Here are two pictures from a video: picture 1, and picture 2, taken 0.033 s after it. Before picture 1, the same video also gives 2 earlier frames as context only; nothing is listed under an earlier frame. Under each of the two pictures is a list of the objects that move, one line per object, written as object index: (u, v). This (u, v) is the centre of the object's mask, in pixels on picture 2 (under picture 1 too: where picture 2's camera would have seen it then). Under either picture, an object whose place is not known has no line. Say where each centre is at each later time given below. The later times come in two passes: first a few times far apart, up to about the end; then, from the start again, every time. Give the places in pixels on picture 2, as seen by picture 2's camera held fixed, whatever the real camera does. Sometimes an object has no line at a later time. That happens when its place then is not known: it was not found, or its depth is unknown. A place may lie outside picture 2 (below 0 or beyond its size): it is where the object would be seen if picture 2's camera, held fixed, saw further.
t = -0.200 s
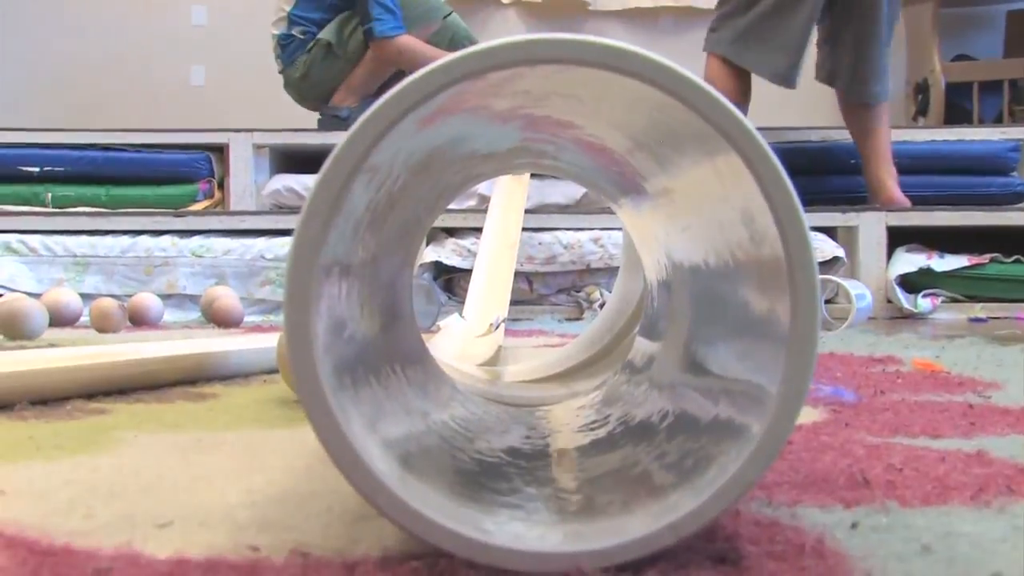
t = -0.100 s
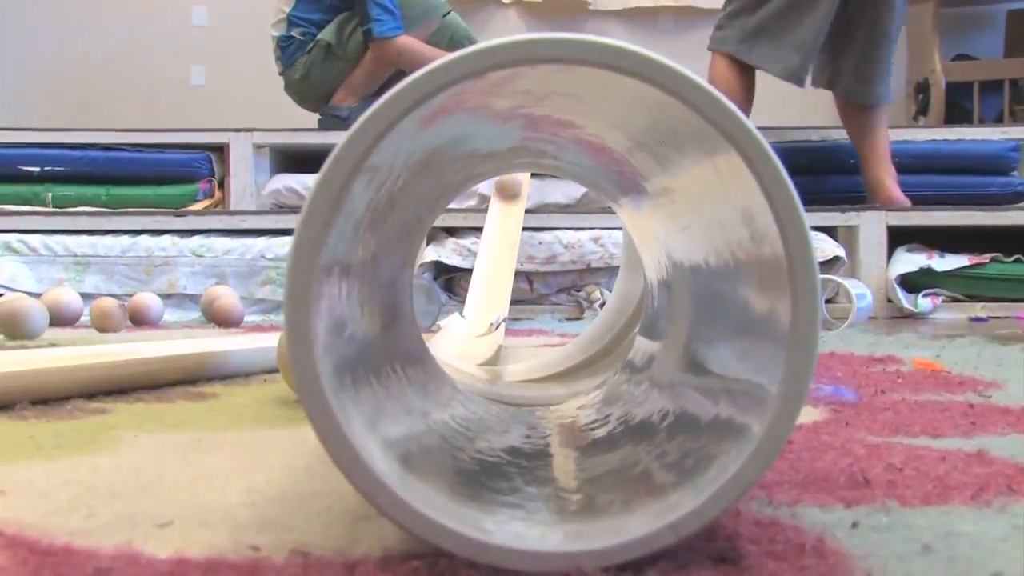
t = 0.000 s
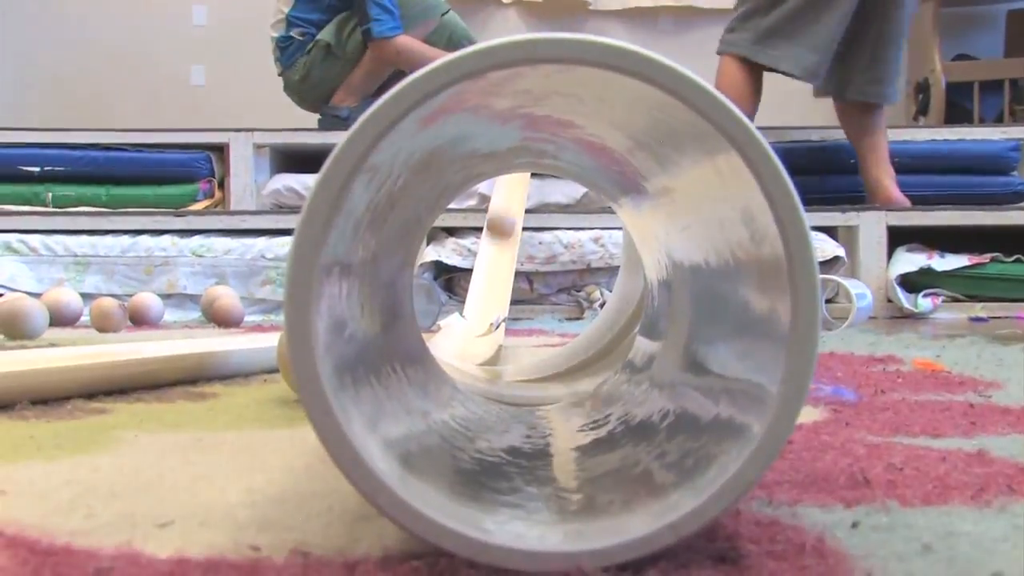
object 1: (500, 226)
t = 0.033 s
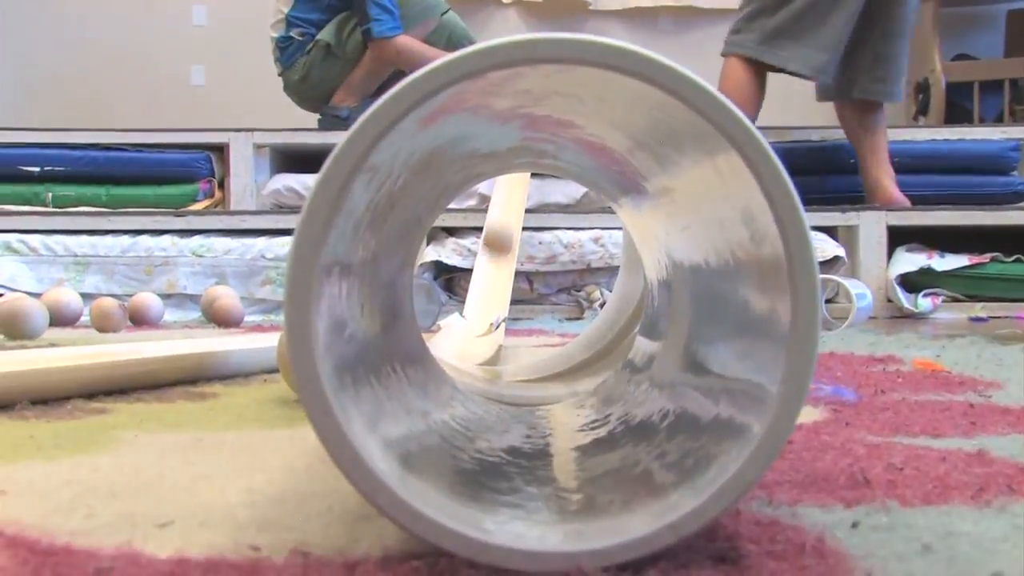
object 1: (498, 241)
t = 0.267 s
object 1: (461, 304)
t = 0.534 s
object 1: (474, 321)
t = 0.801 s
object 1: (502, 342)
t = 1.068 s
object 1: (517, 383)
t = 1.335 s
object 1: (628, 432)
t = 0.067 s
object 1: (496, 256)
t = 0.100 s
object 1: (493, 275)
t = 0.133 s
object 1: (488, 299)
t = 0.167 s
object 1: (473, 304)
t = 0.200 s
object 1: (464, 303)
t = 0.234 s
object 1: (460, 303)
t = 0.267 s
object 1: (461, 304)
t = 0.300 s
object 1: (467, 307)
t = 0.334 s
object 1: (475, 310)
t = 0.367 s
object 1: (475, 312)
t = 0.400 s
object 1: (471, 314)
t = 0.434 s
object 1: (473, 316)
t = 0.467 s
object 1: (474, 318)
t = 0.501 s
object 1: (475, 320)
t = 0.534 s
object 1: (474, 321)
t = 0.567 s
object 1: (471, 325)
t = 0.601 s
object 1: (465, 328)
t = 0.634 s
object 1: (459, 329)
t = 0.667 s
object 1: (461, 312)
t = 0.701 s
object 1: (461, 307)
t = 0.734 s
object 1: (463, 320)
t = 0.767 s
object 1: (479, 330)
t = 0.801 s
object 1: (502, 342)
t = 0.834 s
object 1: (531, 352)
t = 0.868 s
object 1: (559, 352)
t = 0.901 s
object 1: (577, 333)
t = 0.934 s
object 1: (592, 326)
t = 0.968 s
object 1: (597, 339)
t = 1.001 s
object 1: (581, 360)
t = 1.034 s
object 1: (549, 379)
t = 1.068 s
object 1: (517, 383)
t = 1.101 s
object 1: (493, 379)
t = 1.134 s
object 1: (480, 376)
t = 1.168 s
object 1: (479, 383)
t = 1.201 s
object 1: (493, 399)
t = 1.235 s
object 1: (521, 418)
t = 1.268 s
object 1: (559, 428)
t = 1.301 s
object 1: (601, 432)
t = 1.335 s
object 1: (628, 432)
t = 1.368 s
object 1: (647, 448)
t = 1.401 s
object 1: (670, 501)
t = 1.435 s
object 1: (691, 496)
